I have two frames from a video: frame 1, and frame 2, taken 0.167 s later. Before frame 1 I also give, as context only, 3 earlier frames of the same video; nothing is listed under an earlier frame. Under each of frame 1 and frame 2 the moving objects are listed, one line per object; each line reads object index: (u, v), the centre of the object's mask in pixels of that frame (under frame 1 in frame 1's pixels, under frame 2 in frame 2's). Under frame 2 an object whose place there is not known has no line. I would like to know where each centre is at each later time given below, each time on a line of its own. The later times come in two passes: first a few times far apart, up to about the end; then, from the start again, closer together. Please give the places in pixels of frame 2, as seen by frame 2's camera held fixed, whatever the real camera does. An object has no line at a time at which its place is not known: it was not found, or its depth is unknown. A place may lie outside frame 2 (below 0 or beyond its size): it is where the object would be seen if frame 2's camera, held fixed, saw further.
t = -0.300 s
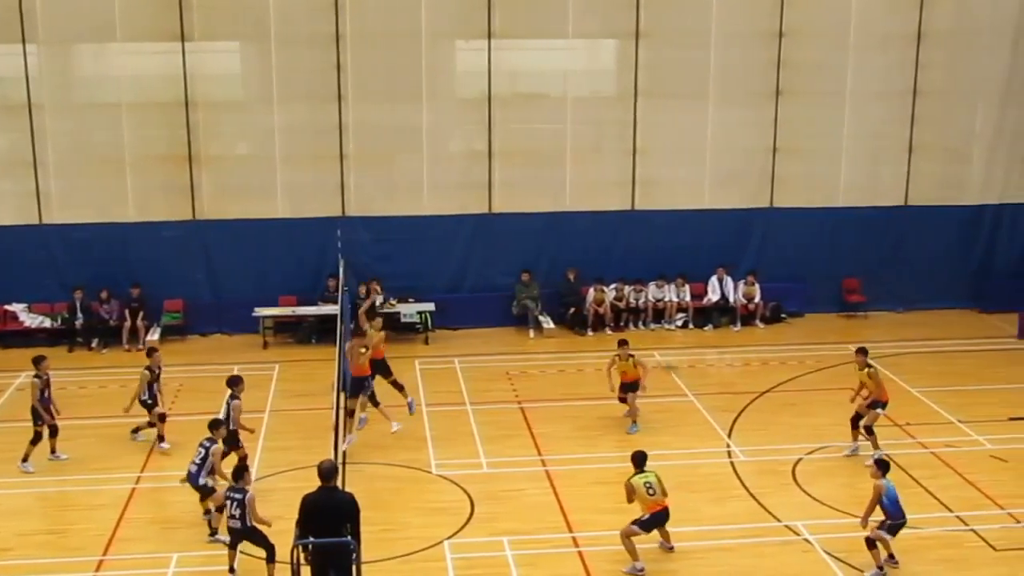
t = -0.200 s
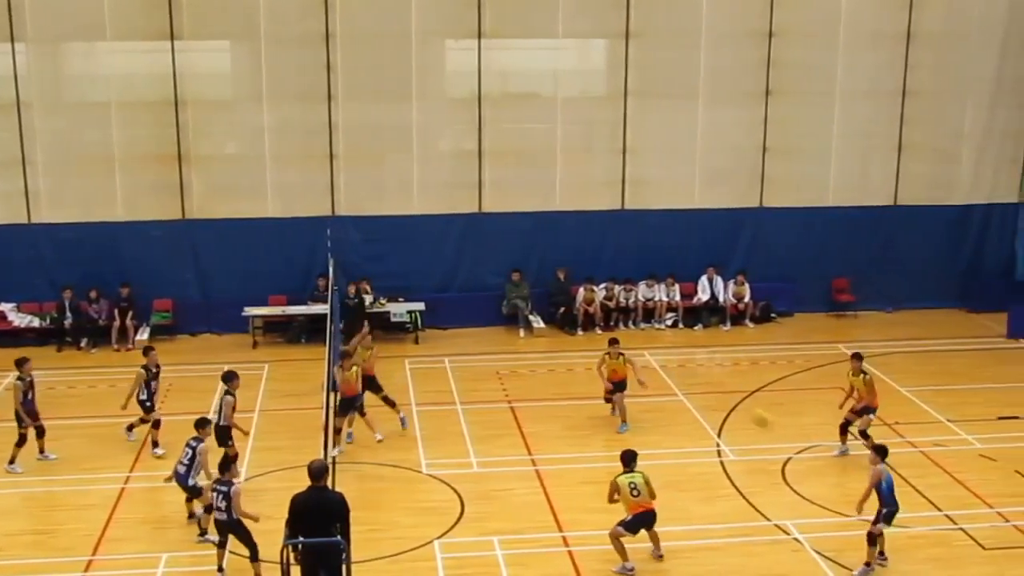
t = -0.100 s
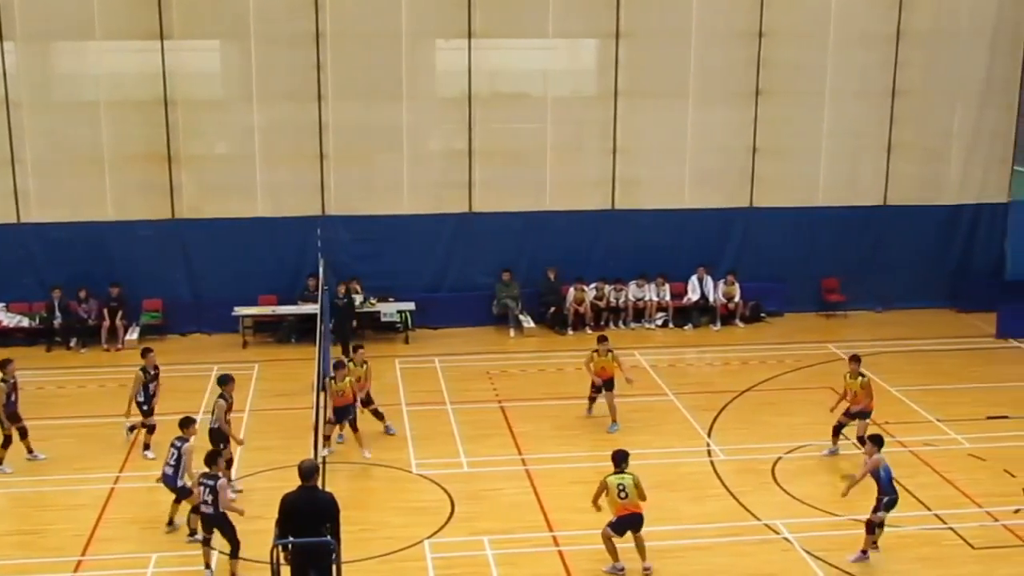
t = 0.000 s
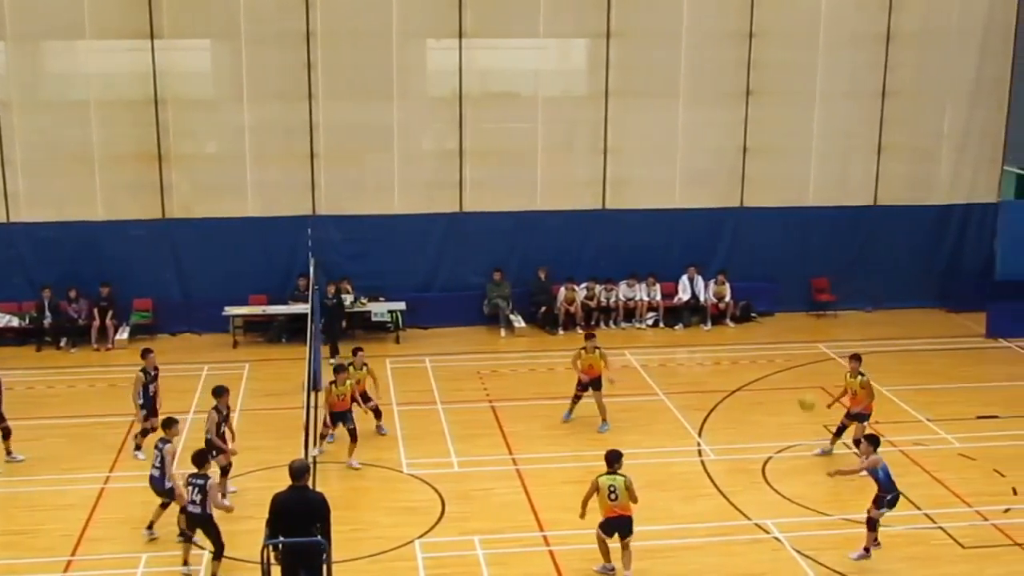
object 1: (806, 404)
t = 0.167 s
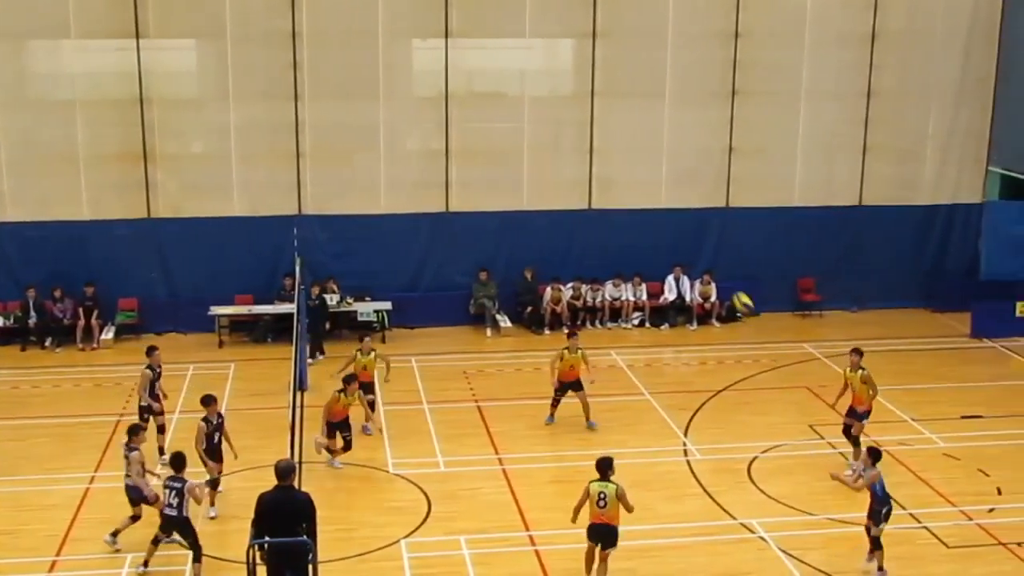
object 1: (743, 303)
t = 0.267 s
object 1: (713, 255)
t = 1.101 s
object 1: (483, 170)
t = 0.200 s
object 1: (733, 286)
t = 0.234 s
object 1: (723, 270)
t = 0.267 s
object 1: (713, 255)
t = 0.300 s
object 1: (703, 241)
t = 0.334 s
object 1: (693, 227)
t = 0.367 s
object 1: (683, 215)
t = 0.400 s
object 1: (674, 203)
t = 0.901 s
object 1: (533, 141)
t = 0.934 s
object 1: (525, 143)
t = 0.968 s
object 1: (517, 147)
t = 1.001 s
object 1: (507, 152)
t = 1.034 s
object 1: (499, 157)
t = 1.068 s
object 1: (491, 163)
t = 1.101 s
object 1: (483, 170)
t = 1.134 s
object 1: (474, 177)
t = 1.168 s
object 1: (466, 185)
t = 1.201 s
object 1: (458, 195)
